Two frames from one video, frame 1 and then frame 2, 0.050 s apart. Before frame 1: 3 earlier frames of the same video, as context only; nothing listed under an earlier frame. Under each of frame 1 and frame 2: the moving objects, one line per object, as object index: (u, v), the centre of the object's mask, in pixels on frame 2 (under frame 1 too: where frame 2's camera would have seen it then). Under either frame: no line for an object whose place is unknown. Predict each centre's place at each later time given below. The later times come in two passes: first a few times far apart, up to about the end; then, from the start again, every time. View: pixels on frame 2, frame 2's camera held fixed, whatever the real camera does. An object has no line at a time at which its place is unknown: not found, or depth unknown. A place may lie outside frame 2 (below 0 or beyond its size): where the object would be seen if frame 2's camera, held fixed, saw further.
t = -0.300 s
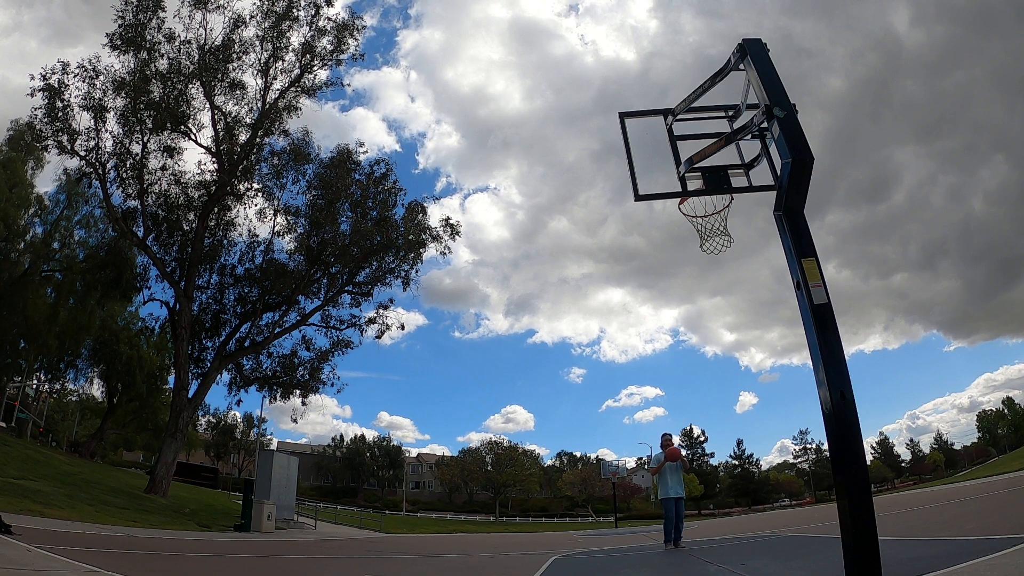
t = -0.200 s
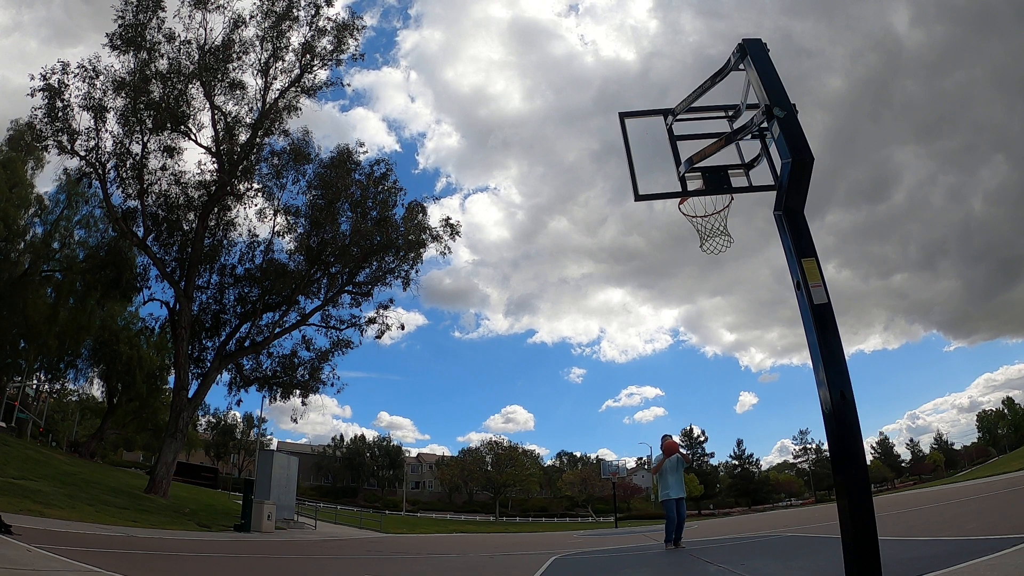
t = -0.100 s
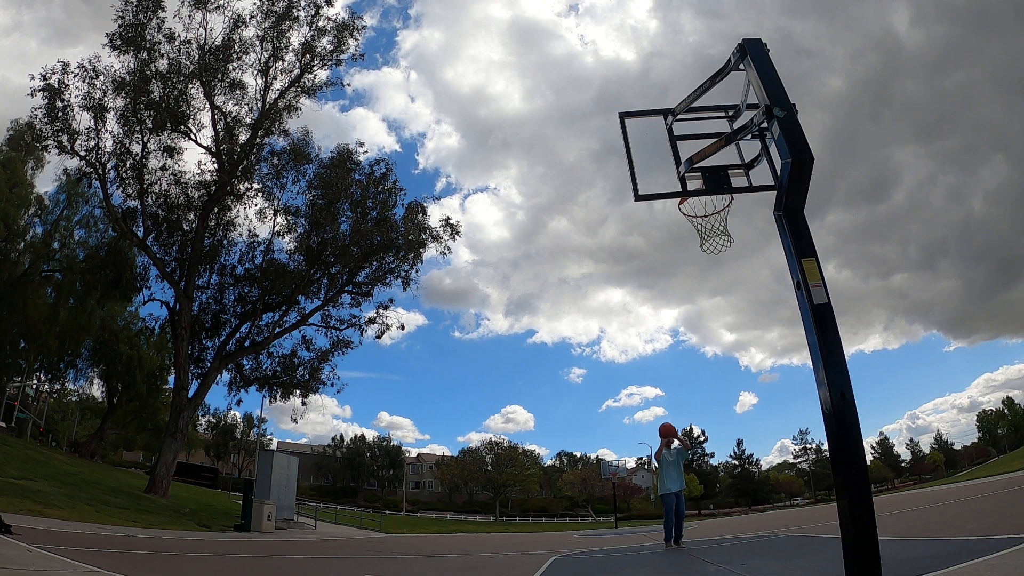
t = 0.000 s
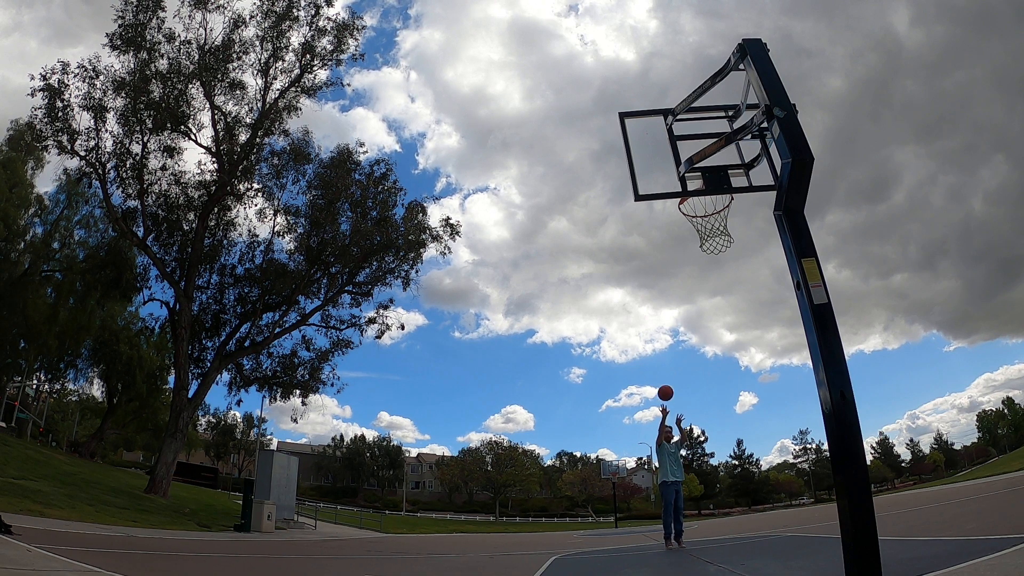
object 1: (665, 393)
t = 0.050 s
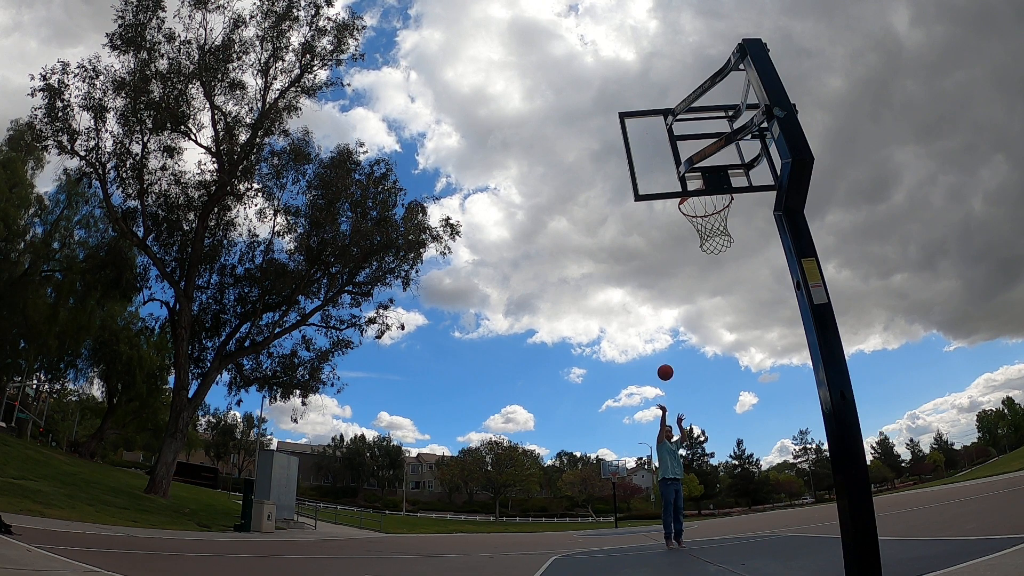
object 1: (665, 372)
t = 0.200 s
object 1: (665, 317)
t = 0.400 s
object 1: (667, 257)
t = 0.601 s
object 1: (673, 216)
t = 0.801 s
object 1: (688, 202)
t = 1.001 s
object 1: (714, 223)
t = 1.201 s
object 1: (739, 336)
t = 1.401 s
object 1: (766, 494)
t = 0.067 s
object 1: (665, 366)
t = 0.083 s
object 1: (665, 359)
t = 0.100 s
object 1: (665, 353)
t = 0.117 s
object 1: (665, 347)
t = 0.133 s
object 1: (665, 340)
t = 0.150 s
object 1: (665, 334)
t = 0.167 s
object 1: (665, 328)
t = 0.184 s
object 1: (665, 323)
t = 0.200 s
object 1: (665, 317)
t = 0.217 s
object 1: (665, 311)
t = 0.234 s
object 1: (665, 306)
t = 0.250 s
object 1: (665, 300)
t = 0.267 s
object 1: (665, 295)
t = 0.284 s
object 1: (665, 290)
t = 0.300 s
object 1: (666, 284)
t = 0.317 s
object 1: (666, 280)
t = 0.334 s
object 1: (666, 275)
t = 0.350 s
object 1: (666, 270)
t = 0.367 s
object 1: (666, 266)
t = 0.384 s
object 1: (667, 261)
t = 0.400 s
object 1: (667, 257)
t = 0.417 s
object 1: (667, 253)
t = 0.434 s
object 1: (668, 249)
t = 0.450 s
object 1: (668, 245)
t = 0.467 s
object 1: (668, 241)
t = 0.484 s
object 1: (669, 237)
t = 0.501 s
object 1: (669, 234)
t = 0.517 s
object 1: (670, 231)
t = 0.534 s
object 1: (670, 227)
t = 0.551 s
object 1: (671, 224)
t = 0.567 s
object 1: (672, 221)
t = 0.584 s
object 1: (672, 218)
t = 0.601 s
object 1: (673, 216)
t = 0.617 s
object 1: (674, 213)
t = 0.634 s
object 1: (675, 211)
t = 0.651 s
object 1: (676, 208)
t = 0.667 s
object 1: (677, 207)
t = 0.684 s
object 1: (678, 206)
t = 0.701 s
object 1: (679, 205)
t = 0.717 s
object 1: (680, 204)
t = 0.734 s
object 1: (682, 204)
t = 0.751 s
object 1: (683, 203)
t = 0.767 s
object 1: (685, 203)
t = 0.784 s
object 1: (686, 202)
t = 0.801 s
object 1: (688, 202)
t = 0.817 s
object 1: (690, 202)
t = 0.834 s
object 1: (691, 202)
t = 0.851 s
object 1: (692, 201)
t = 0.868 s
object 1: (695, 201)
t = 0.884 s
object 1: (698, 202)
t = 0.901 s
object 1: (700, 202)
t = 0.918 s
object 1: (702, 203)
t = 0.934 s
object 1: (705, 203)
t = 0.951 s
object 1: (707, 204)
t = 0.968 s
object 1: (709, 208)
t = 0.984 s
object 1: (712, 215)
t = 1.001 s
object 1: (714, 223)
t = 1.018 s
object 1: (716, 231)
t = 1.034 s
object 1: (718, 239)
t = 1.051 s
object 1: (720, 247)
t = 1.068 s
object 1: (722, 256)
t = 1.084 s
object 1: (724, 264)
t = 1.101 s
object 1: (726, 274)
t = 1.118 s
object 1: (728, 283)
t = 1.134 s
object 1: (730, 293)
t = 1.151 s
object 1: (732, 303)
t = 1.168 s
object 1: (735, 314)
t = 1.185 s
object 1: (737, 325)
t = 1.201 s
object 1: (739, 336)
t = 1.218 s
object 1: (742, 347)
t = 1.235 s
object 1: (744, 359)
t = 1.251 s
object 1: (746, 371)
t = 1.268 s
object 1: (748, 383)
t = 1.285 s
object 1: (751, 396)
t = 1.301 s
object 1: (753, 409)
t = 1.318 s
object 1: (755, 422)
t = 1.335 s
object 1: (757, 436)
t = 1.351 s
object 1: (759, 450)
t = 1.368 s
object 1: (761, 465)
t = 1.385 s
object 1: (764, 480)
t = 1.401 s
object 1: (766, 494)
